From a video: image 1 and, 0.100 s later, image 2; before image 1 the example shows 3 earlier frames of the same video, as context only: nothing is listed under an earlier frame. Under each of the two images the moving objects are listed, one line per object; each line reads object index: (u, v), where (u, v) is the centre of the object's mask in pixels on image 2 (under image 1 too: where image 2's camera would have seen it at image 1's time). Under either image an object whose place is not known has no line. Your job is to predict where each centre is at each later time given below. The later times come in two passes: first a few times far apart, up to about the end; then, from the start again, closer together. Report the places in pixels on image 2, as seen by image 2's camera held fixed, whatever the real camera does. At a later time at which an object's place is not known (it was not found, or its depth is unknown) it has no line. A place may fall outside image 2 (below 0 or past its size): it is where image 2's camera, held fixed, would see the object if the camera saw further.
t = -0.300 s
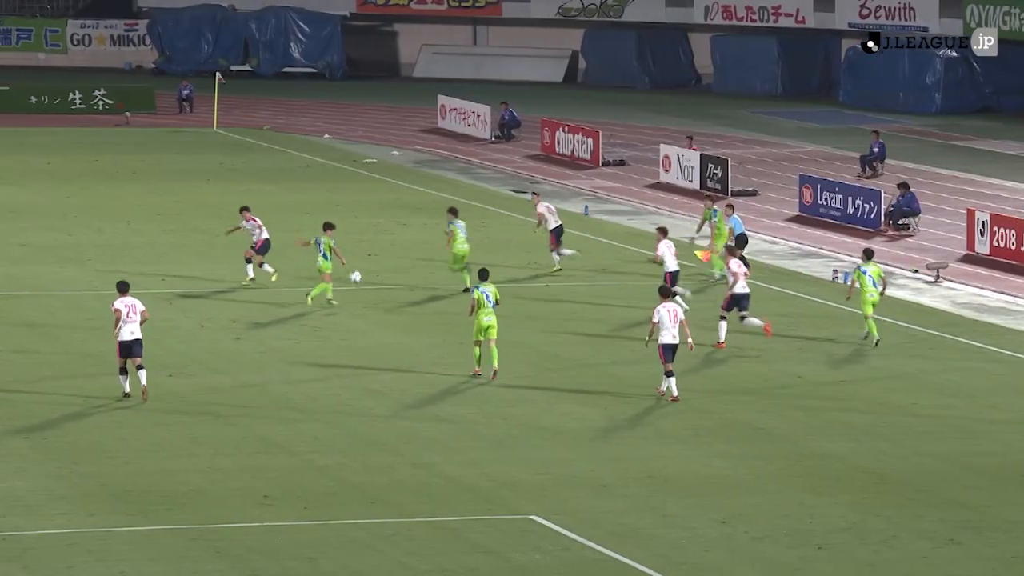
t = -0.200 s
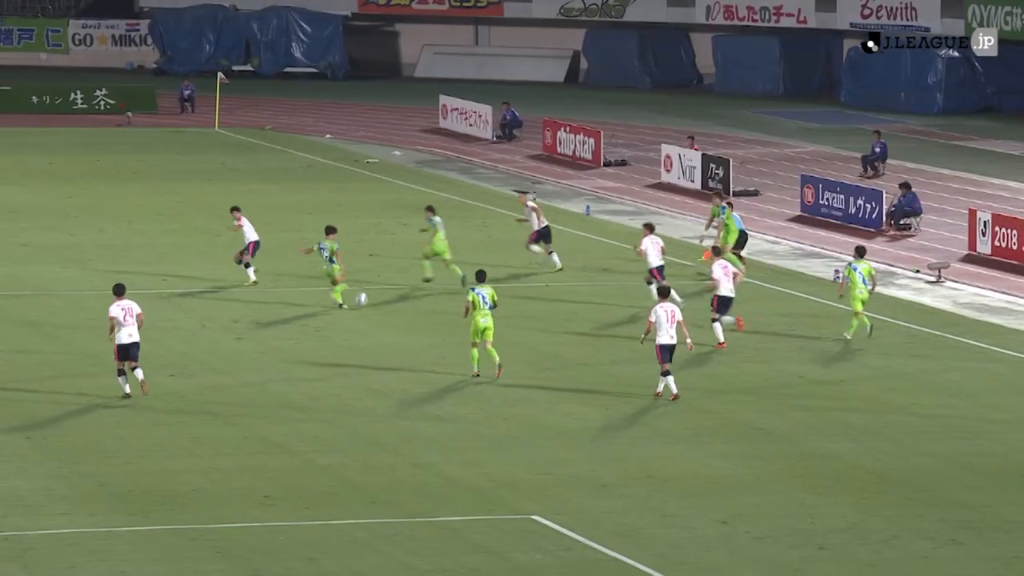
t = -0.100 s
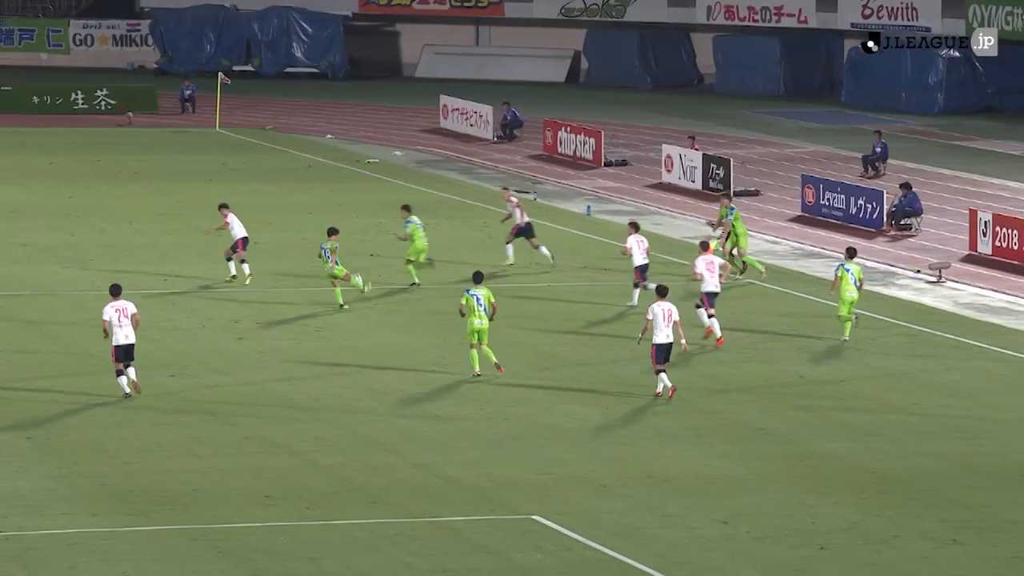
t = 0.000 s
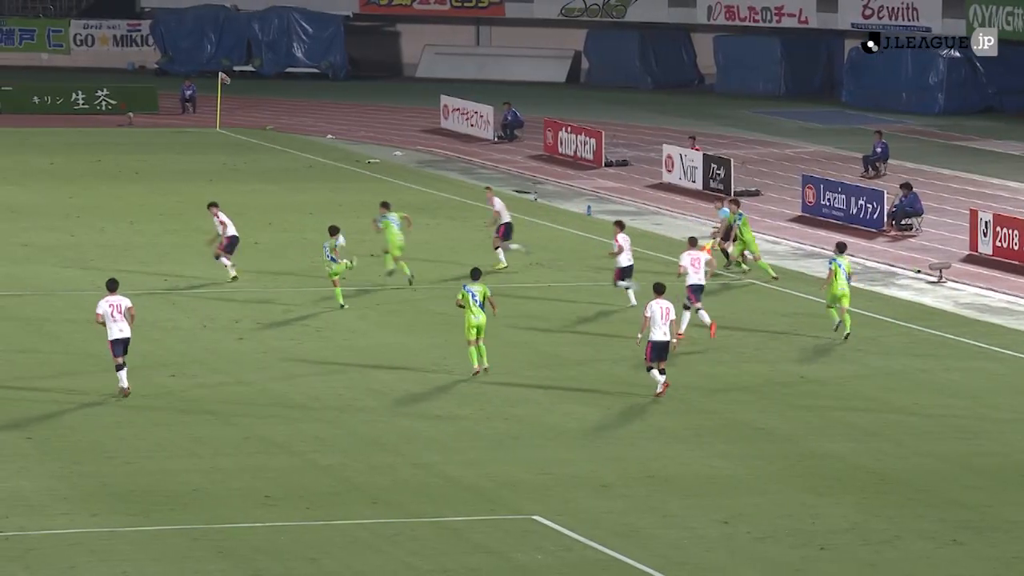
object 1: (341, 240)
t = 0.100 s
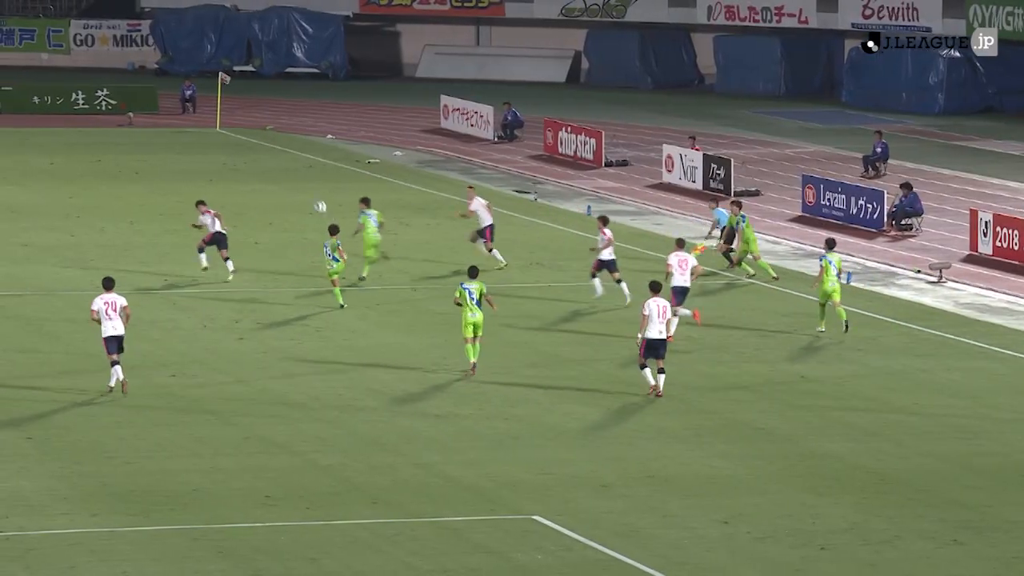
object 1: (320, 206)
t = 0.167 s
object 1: (308, 188)
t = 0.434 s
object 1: (254, 137)
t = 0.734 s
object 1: (194, 125)
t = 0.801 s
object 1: (180, 128)
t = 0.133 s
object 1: (314, 197)
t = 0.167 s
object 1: (308, 188)
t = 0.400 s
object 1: (261, 141)
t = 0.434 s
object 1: (254, 137)
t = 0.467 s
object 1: (248, 134)
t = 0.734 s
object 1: (194, 125)
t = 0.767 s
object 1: (187, 126)
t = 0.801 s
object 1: (180, 128)
